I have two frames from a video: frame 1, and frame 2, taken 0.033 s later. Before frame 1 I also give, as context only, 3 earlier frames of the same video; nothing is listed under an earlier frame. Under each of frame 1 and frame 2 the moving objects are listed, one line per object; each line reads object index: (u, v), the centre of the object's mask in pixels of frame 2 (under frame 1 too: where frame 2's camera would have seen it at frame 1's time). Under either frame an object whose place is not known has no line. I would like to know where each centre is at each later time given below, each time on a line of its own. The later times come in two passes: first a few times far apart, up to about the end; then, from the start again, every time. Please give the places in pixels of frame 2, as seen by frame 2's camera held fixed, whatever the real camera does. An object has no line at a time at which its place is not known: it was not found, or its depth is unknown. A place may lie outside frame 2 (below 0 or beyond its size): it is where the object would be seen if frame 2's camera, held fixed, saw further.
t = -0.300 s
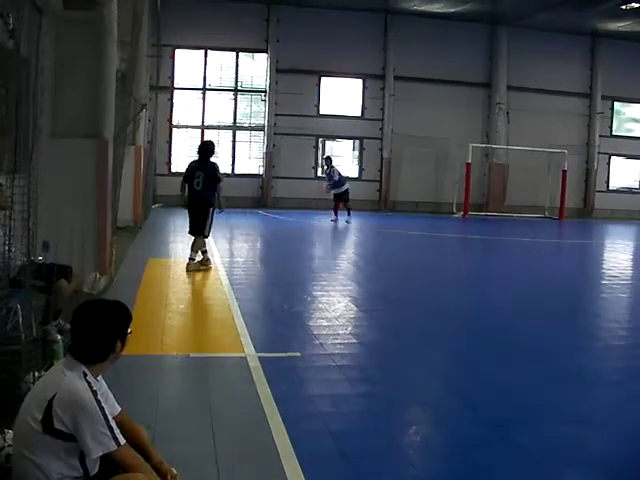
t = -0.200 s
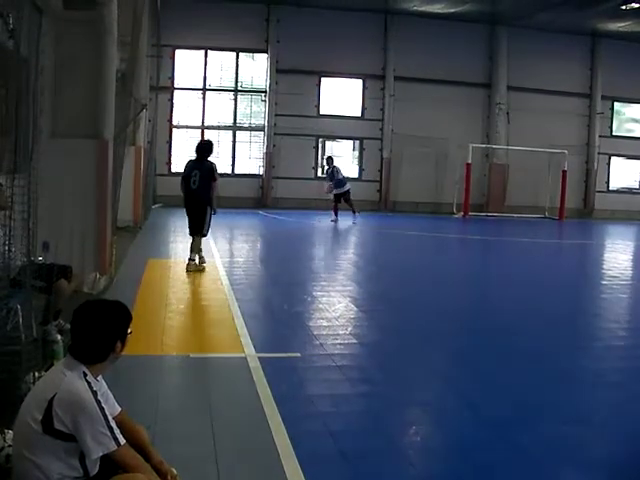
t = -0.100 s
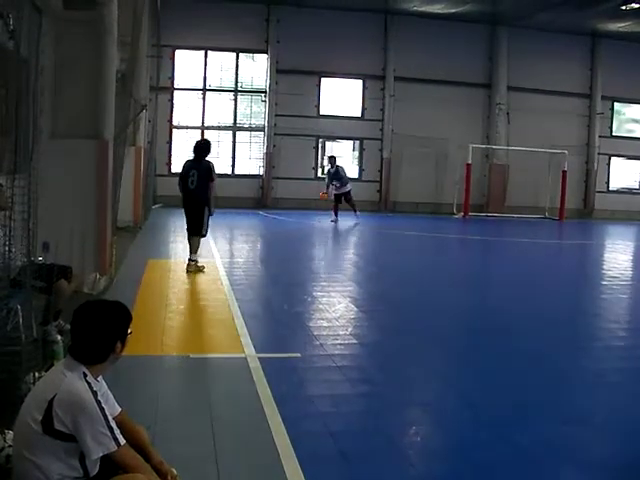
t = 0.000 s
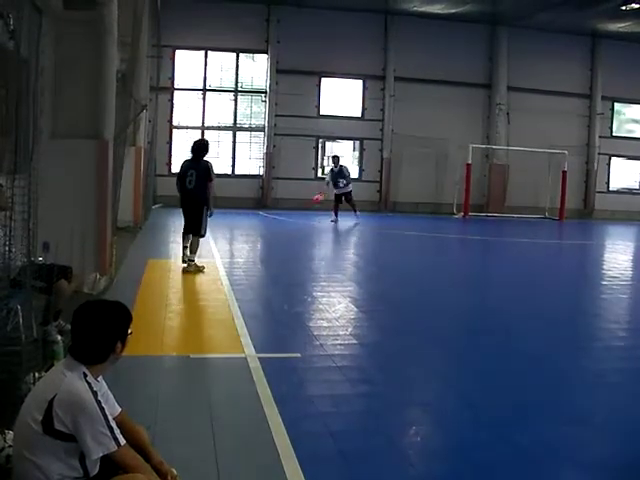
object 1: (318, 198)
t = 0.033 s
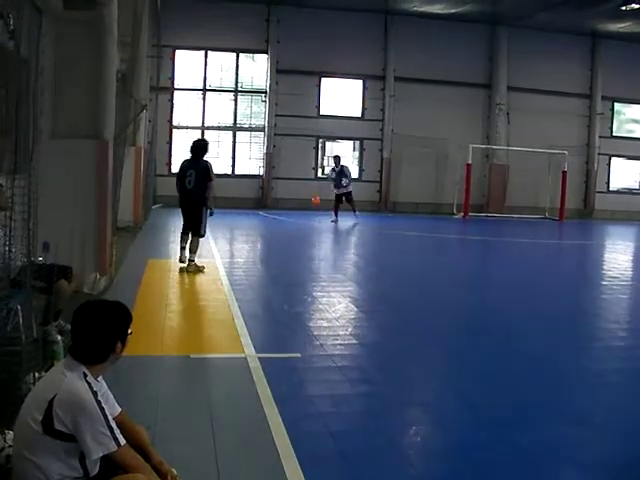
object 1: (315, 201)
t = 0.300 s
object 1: (298, 219)
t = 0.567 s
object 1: (282, 226)
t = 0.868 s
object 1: (261, 236)
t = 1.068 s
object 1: (244, 242)
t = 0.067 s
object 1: (313, 204)
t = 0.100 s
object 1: (311, 205)
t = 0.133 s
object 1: (309, 211)
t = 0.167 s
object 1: (307, 215)
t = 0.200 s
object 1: (304, 220)
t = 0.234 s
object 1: (302, 223)
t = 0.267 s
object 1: (300, 221)
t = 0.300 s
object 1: (298, 219)
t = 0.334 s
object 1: (296, 219)
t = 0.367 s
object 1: (294, 217)
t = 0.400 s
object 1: (293, 218)
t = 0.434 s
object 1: (291, 218)
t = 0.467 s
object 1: (288, 220)
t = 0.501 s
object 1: (286, 221)
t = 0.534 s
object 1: (284, 224)
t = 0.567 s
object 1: (282, 226)
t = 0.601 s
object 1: (279, 231)
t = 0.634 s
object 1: (277, 229)
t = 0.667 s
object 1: (276, 229)
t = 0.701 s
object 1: (273, 229)
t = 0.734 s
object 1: (270, 230)
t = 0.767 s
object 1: (268, 230)
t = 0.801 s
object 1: (266, 232)
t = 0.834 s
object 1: (263, 235)
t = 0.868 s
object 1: (261, 236)
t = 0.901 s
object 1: (258, 237)
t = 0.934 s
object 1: (255, 238)
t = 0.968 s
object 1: (253, 239)
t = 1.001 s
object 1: (250, 240)
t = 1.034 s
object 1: (248, 241)
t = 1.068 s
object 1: (244, 242)
